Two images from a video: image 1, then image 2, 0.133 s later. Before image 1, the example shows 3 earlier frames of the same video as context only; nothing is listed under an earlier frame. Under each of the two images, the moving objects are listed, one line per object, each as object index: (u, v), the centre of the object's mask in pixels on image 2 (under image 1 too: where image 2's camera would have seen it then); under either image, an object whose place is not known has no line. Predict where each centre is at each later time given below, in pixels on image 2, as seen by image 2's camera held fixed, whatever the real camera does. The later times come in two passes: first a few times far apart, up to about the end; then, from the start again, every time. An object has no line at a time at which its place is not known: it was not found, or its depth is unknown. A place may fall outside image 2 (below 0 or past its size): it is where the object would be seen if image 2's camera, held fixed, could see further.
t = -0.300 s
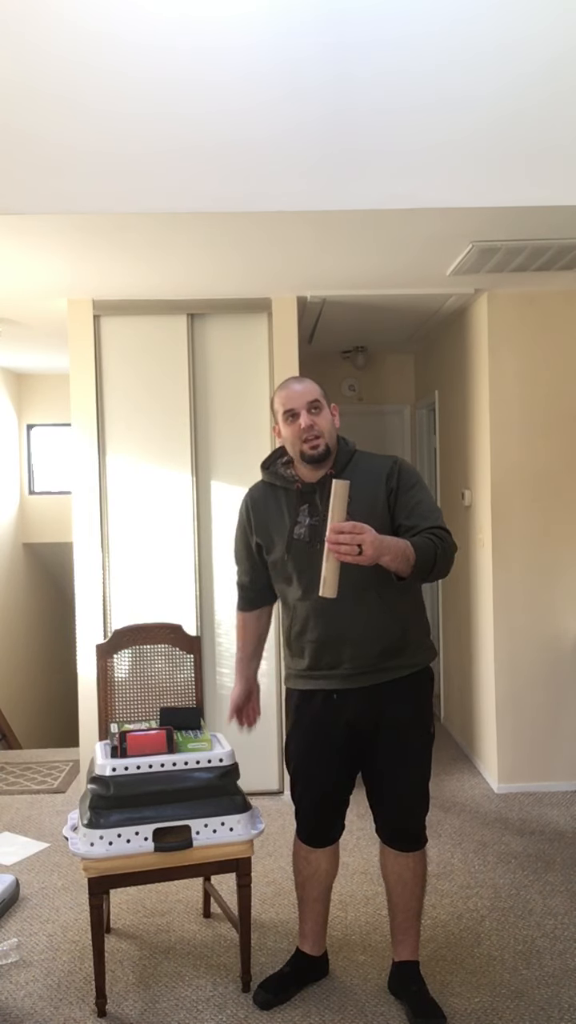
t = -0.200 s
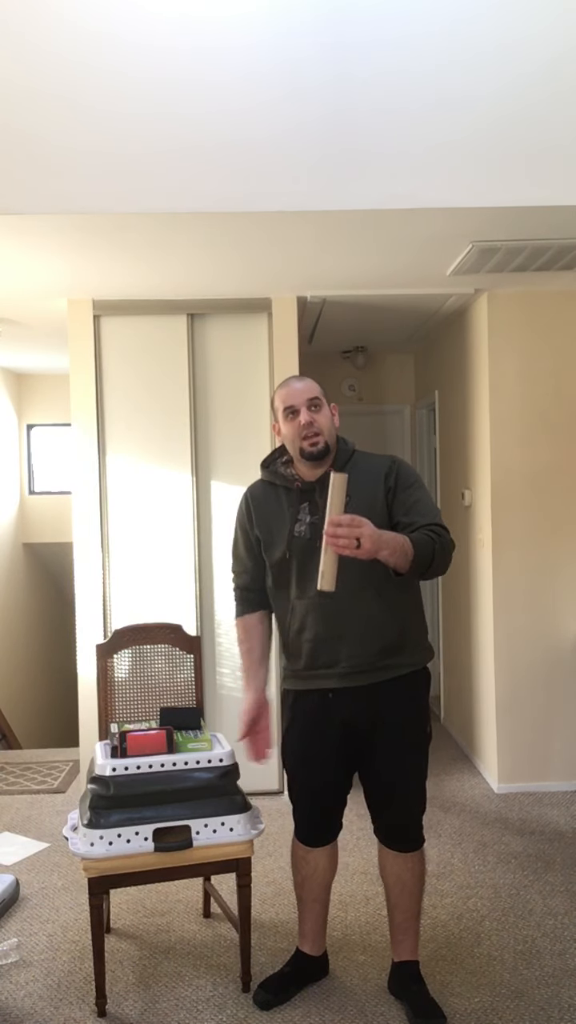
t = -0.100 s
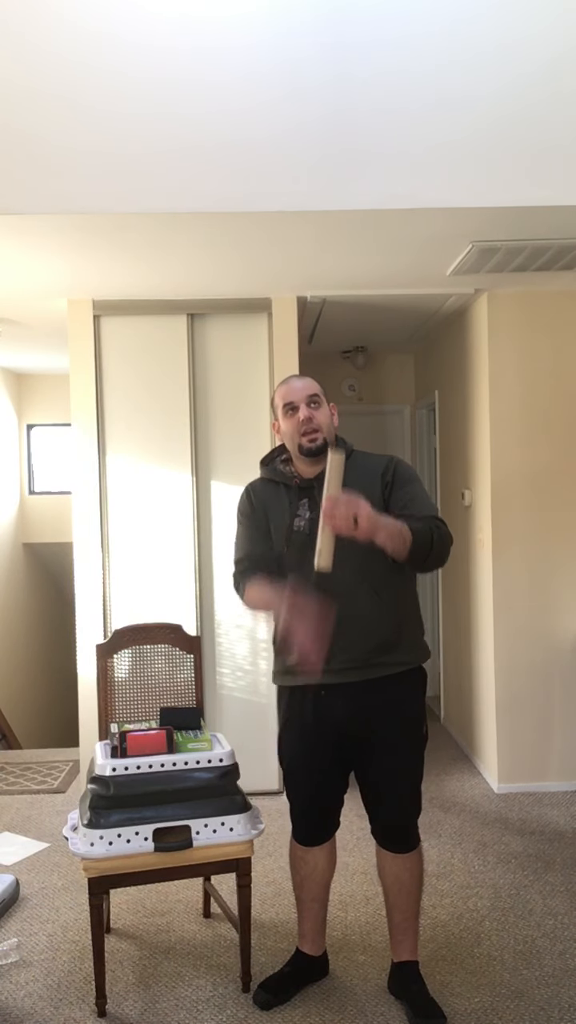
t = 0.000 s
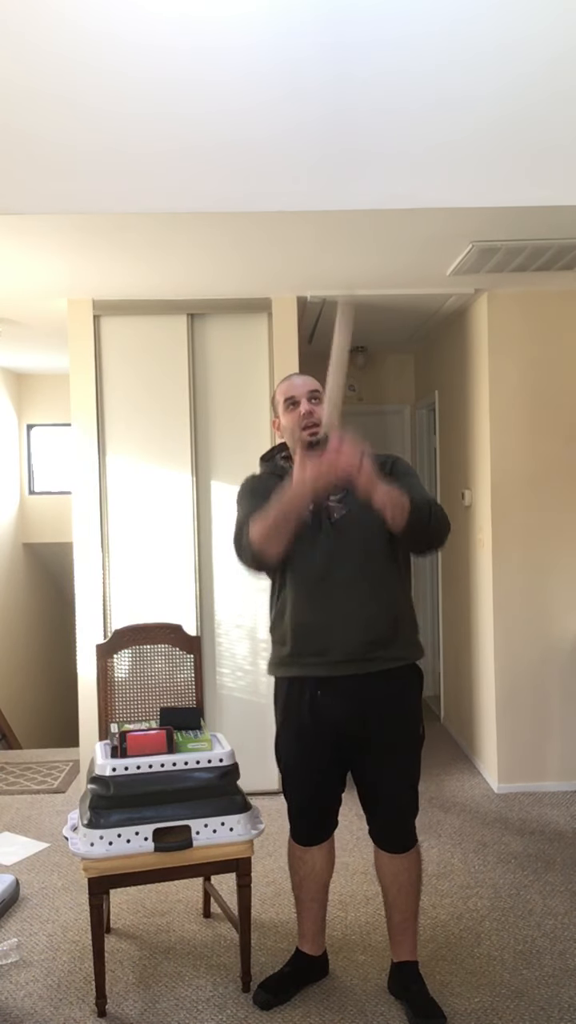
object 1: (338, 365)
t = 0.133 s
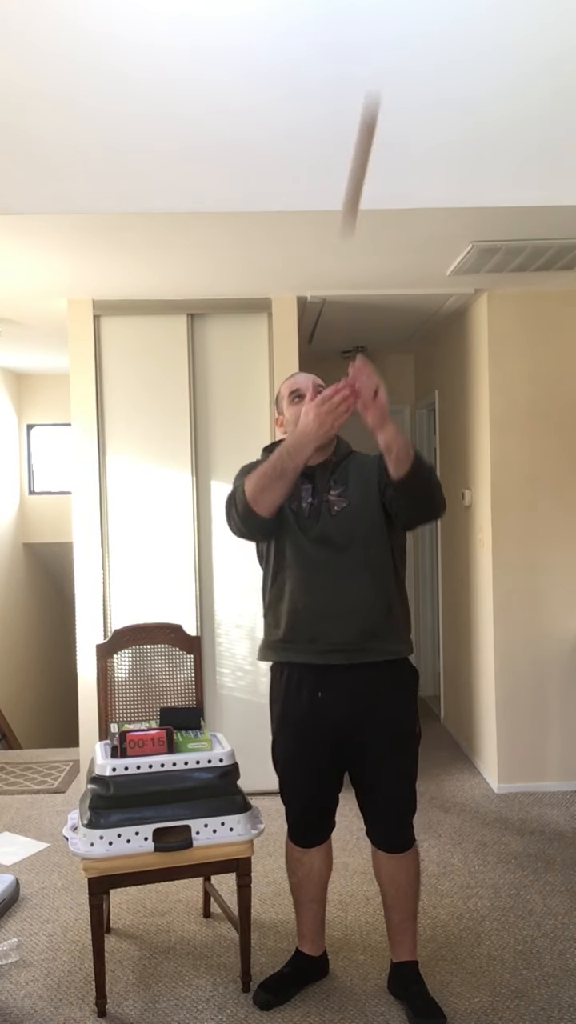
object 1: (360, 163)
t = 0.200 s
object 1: (371, 93)
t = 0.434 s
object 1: (399, 26)
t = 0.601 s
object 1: (435, 51)
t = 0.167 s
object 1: (365, 126)
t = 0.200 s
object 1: (371, 93)
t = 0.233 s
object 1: (376, 65)
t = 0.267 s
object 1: (379, 52)
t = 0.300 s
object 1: (382, 43)
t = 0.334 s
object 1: (385, 35)
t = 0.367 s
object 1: (389, 30)
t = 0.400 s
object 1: (394, 27)
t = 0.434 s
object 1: (399, 26)
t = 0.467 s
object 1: (405, 27)
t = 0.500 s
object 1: (411, 30)
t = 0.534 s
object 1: (419, 35)
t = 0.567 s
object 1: (427, 42)
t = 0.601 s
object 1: (435, 51)
